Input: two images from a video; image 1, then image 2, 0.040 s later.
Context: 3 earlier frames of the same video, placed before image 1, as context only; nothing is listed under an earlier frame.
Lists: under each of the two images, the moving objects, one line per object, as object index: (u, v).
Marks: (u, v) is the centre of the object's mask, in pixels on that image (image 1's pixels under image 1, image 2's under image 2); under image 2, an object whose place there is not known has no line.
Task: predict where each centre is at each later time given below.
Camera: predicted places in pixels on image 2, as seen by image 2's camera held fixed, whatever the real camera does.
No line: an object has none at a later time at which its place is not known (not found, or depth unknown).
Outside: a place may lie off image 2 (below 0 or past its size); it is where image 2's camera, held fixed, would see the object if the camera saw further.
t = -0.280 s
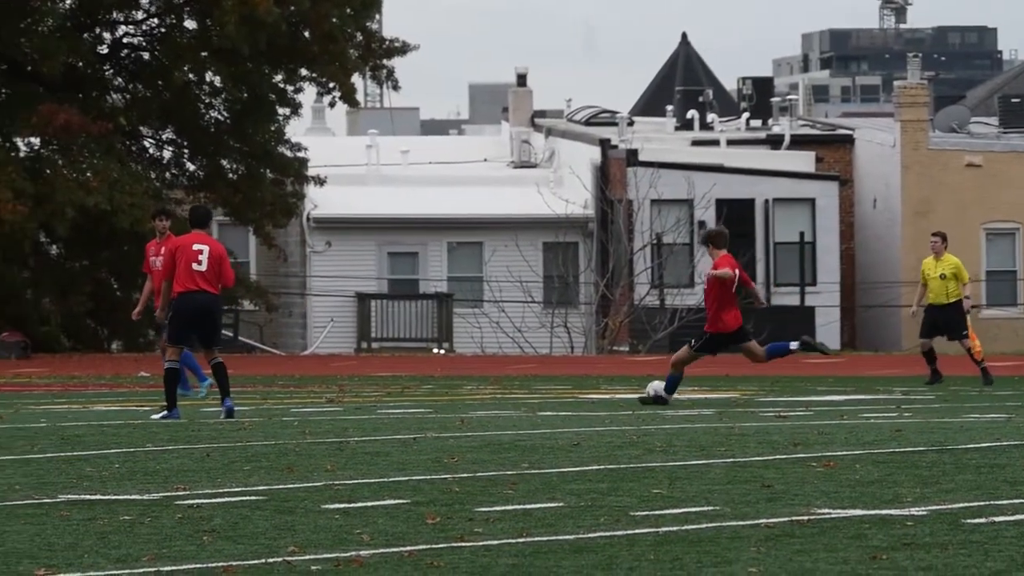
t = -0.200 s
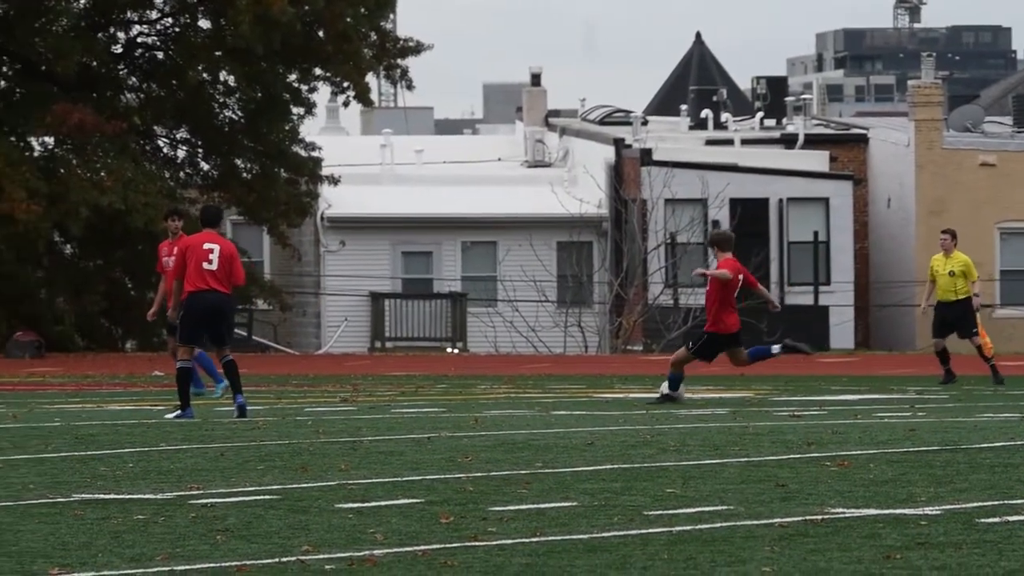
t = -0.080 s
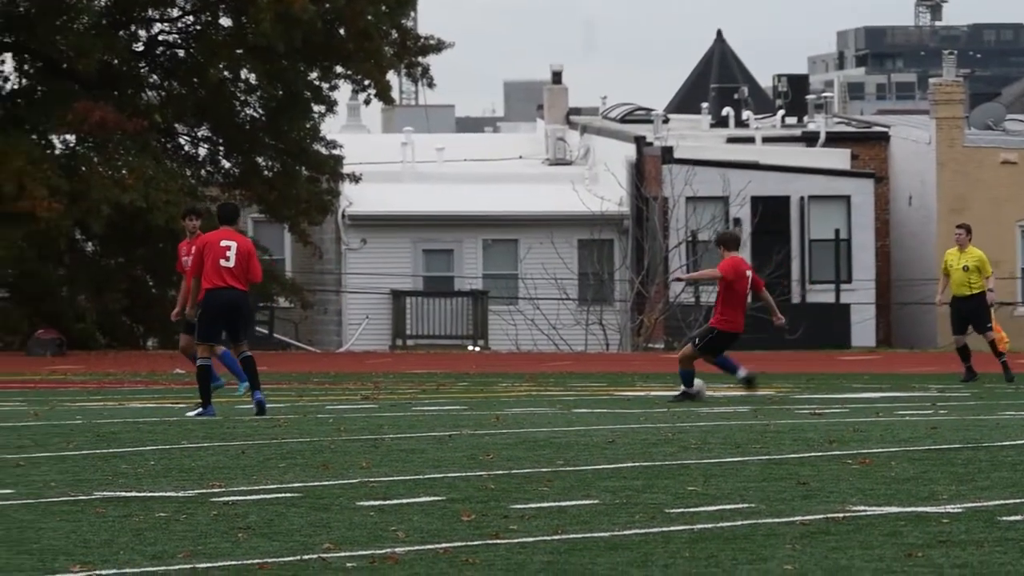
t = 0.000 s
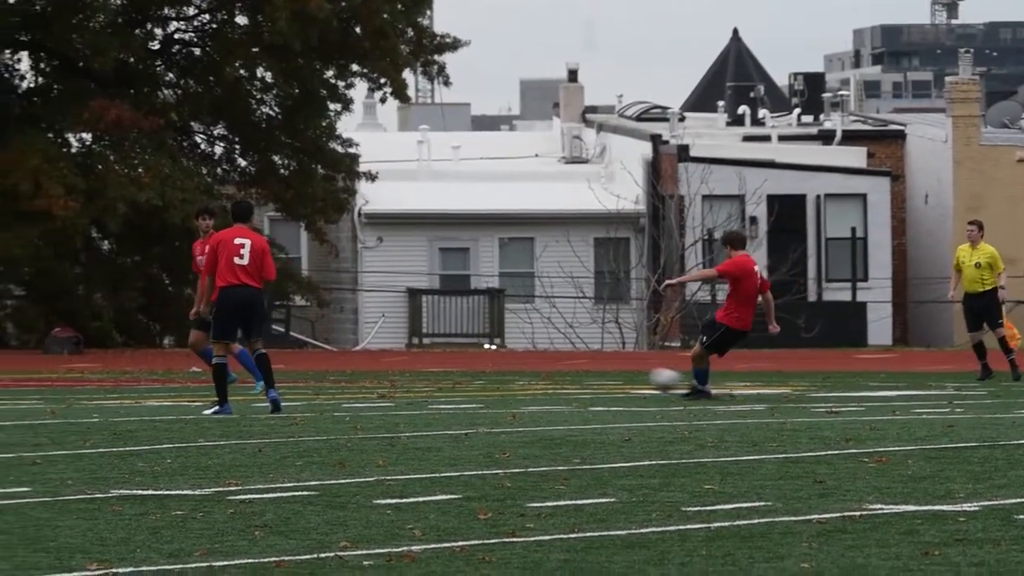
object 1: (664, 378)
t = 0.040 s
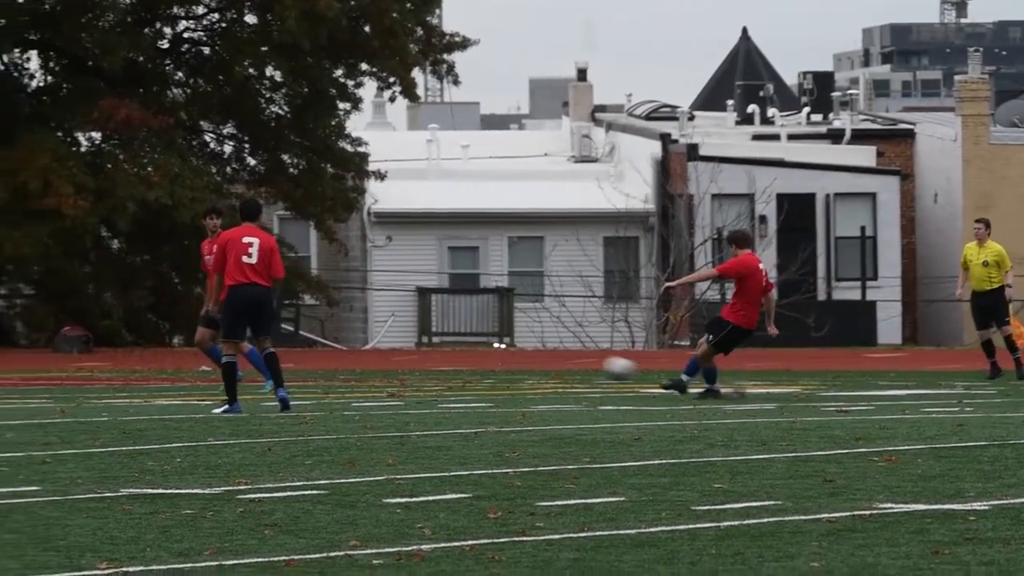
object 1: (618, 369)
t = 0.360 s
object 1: (187, 294)
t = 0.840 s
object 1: (-484, 188)
